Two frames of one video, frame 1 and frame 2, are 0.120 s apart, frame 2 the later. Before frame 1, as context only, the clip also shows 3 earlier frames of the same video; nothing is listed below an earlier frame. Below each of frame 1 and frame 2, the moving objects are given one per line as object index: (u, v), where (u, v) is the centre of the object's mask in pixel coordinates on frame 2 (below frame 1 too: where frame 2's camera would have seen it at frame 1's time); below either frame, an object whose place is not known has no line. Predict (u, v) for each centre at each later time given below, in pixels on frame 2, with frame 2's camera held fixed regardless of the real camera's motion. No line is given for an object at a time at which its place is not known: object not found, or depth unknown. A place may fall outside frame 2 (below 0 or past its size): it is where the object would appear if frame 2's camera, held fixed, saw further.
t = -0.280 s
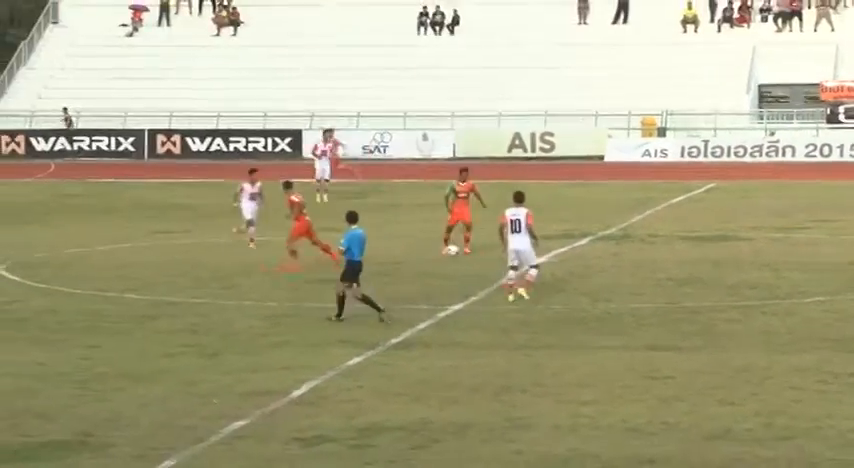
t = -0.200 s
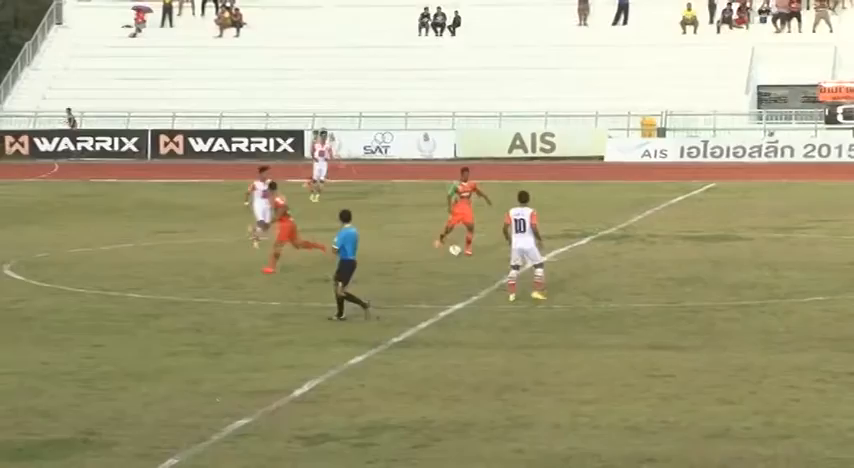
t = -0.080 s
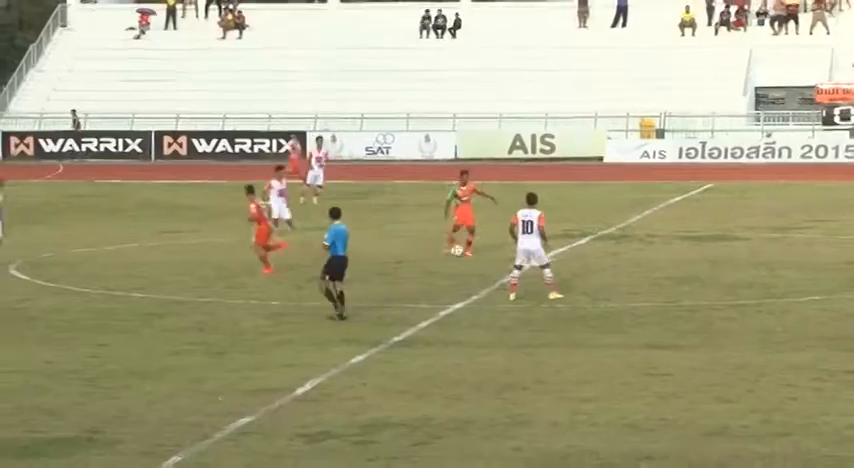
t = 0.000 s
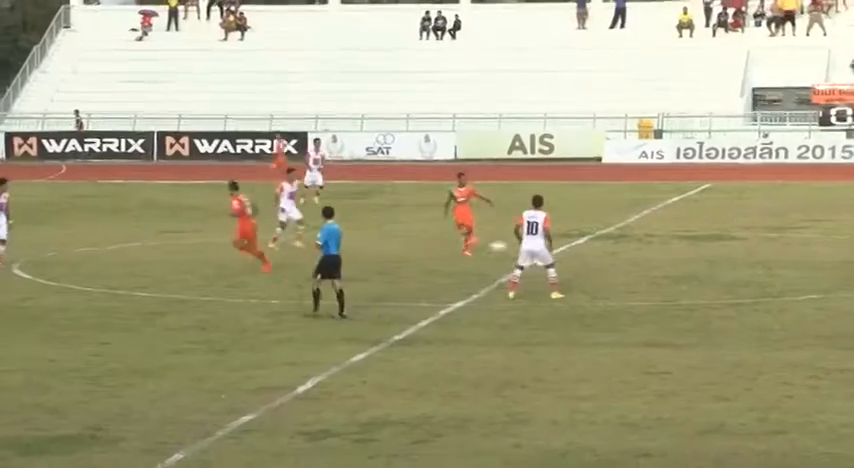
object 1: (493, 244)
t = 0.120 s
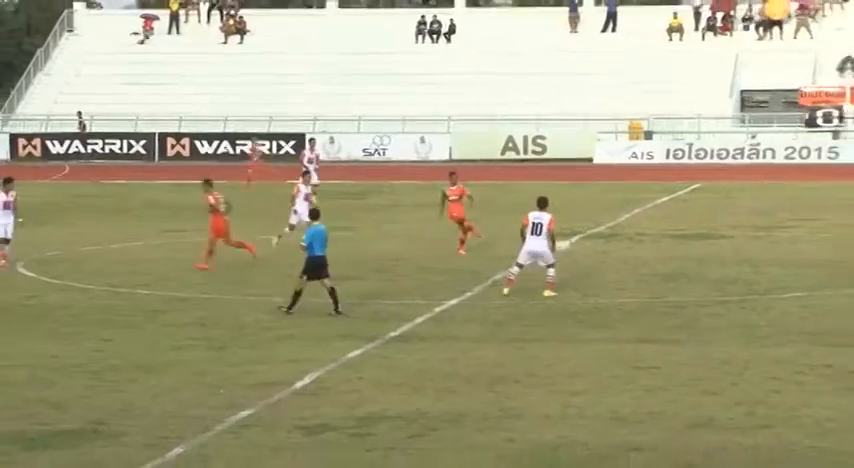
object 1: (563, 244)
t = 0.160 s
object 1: (584, 248)
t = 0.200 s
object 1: (606, 251)
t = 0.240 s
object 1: (629, 257)
